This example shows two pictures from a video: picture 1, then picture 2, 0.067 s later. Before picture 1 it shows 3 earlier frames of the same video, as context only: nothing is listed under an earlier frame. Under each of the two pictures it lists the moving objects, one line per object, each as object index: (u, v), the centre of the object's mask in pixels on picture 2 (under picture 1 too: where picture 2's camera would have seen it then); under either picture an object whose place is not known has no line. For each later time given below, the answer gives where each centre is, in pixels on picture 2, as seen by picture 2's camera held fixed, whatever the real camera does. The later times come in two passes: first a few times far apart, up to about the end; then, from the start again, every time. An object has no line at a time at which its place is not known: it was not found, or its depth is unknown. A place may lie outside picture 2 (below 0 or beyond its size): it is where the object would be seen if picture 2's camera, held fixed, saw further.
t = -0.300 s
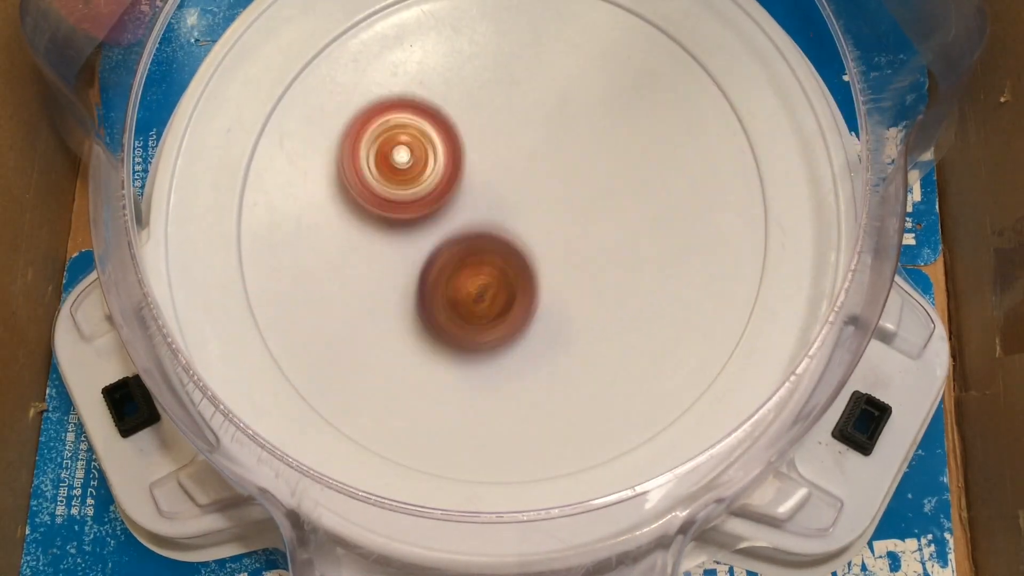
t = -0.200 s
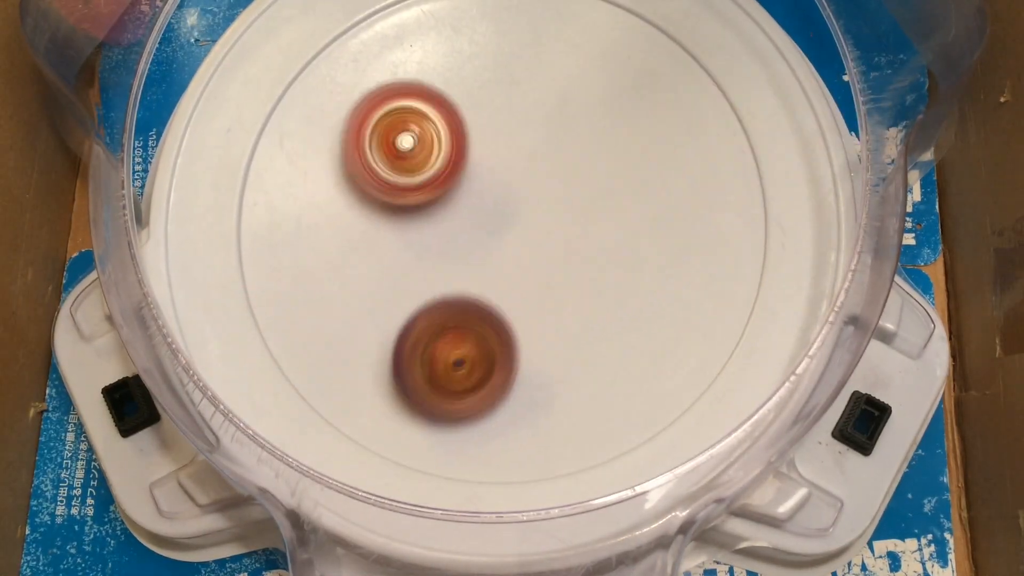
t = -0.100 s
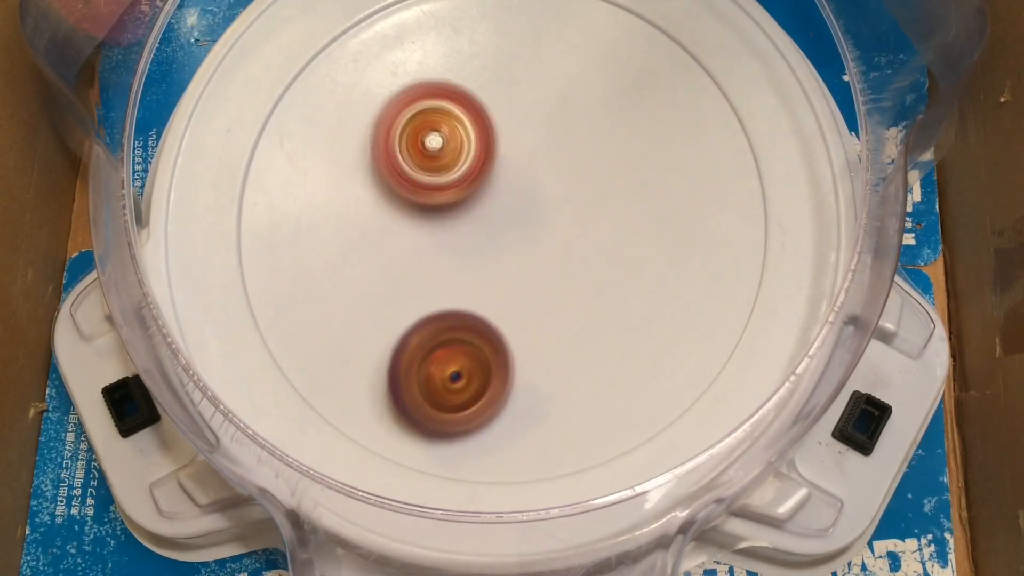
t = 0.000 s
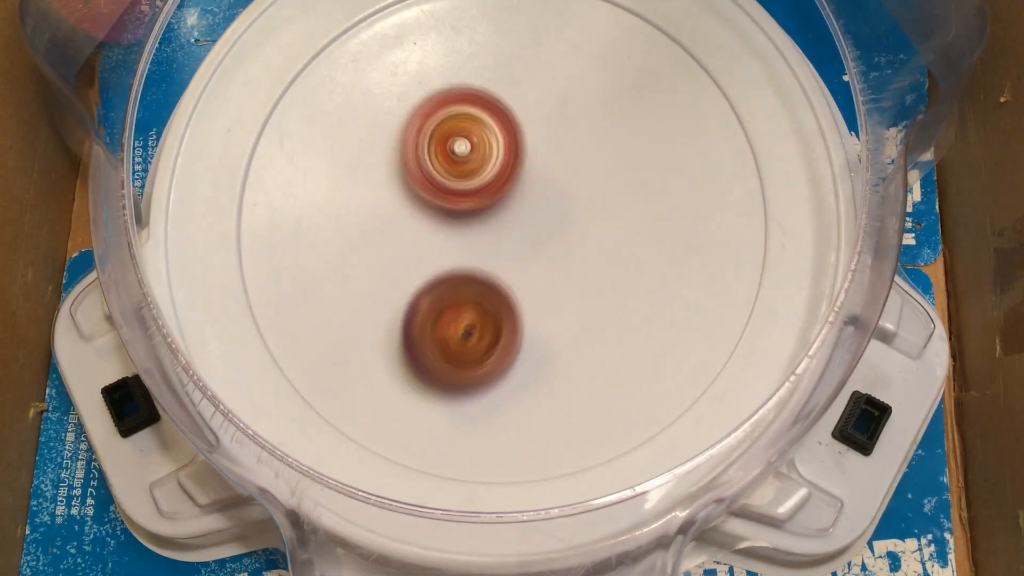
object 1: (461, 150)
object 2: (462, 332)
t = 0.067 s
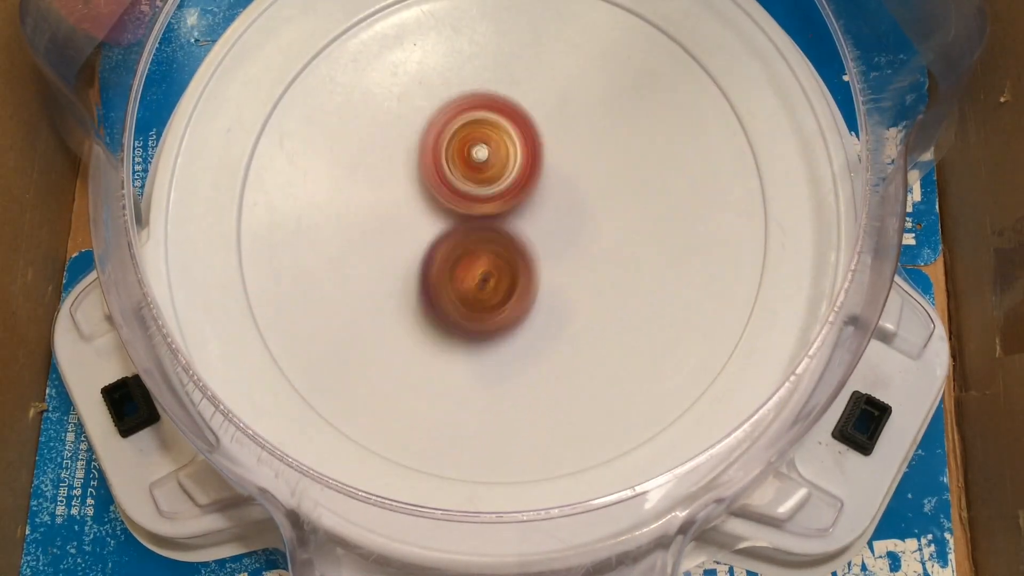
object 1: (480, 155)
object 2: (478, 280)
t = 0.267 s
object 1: (543, 108)
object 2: (512, 255)
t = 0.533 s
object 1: (539, 95)
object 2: (564, 252)
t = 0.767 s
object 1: (506, 140)
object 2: (591, 285)
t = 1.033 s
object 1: (469, 227)
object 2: (581, 306)
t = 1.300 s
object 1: (330, 215)
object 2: (687, 291)
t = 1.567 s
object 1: (422, 279)
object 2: (602, 214)
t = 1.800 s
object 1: (425, 296)
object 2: (546, 193)
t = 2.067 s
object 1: (335, 308)
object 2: (631, 292)
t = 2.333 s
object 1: (394, 302)
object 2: (667, 336)
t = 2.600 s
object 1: (401, 192)
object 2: (588, 332)
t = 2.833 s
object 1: (334, 135)
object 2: (524, 408)
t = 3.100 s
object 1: (395, 186)
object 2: (521, 345)
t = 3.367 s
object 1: (450, 112)
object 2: (455, 371)
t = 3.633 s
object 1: (504, 151)
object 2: (520, 279)
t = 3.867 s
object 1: (574, 25)
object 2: (450, 420)
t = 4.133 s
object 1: (529, 105)
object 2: (536, 268)
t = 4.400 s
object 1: (560, 25)
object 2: (314, 357)
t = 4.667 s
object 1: (483, 179)
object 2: (375, 299)
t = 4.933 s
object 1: (647, 226)
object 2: (264, 287)
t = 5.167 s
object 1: (611, 254)
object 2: (399, 237)
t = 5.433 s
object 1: (480, 284)
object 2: (467, 71)
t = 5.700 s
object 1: (424, 273)
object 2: (402, 53)
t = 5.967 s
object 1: (376, 338)
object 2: (555, 61)
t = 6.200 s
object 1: (422, 311)
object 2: (640, 42)
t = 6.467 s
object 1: (467, 246)
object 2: (659, 109)
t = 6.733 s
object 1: (463, 233)
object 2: (612, 270)
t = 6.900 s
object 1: (463, 232)
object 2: (600, 342)
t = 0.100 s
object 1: (486, 152)
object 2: (487, 263)
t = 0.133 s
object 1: (499, 137)
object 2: (490, 256)
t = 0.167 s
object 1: (514, 126)
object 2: (494, 259)
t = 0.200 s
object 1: (526, 117)
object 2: (498, 265)
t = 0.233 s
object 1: (536, 110)
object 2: (505, 258)
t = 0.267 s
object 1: (543, 108)
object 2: (512, 255)
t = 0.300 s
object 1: (546, 107)
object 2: (519, 251)
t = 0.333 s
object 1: (546, 108)
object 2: (528, 244)
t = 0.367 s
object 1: (545, 108)
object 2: (537, 235)
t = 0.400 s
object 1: (543, 106)
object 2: (545, 230)
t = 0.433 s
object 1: (544, 99)
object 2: (550, 239)
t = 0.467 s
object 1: (544, 93)
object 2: (555, 245)
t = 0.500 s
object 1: (543, 92)
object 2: (560, 249)
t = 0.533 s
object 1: (539, 95)
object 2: (564, 252)
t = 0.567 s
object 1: (536, 101)
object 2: (568, 254)
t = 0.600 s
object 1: (533, 108)
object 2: (571, 253)
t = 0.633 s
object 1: (530, 118)
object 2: (573, 251)
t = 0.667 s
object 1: (527, 130)
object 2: (575, 248)
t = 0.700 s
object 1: (523, 139)
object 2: (580, 252)
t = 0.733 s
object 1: (515, 138)
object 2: (586, 271)
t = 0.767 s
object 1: (506, 140)
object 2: (591, 285)
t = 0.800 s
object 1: (500, 146)
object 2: (595, 298)
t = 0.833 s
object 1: (493, 155)
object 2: (597, 310)
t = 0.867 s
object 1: (487, 167)
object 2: (598, 316)
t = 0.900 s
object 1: (482, 180)
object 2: (597, 320)
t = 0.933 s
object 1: (477, 194)
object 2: (595, 321)
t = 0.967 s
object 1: (474, 205)
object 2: (592, 319)
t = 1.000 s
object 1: (471, 216)
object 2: (587, 313)
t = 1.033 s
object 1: (469, 227)
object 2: (581, 306)
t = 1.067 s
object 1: (466, 234)
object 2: (578, 298)
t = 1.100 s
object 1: (442, 228)
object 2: (597, 301)
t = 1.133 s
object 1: (416, 220)
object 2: (620, 307)
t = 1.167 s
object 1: (393, 215)
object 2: (639, 309)
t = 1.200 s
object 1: (369, 211)
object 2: (656, 308)
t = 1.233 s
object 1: (351, 210)
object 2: (671, 304)
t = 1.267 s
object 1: (338, 211)
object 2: (681, 299)
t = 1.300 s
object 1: (330, 215)
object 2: (687, 291)
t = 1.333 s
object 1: (329, 220)
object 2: (688, 282)
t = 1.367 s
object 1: (334, 228)
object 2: (686, 272)
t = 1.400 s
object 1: (345, 238)
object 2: (679, 261)
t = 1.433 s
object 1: (357, 248)
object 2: (669, 250)
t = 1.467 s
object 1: (373, 258)
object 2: (656, 240)
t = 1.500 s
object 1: (391, 267)
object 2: (640, 230)
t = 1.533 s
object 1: (408, 275)
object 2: (622, 221)
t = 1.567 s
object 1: (422, 279)
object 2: (602, 214)
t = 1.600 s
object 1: (435, 281)
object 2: (582, 209)
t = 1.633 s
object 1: (446, 282)
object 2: (561, 207)
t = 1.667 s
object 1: (453, 282)
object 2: (544, 205)
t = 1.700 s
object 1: (441, 289)
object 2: (543, 199)
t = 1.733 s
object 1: (432, 292)
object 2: (545, 194)
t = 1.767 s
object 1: (427, 294)
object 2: (546, 191)
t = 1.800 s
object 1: (425, 296)
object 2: (546, 193)
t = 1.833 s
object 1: (425, 298)
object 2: (545, 197)
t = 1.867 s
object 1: (427, 298)
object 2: (543, 206)
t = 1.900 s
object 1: (430, 298)
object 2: (540, 219)
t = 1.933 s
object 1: (431, 296)
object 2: (539, 234)
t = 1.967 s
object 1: (406, 299)
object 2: (562, 247)
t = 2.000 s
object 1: (378, 303)
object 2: (589, 260)
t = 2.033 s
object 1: (354, 306)
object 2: (612, 275)
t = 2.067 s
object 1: (335, 308)
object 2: (631, 292)
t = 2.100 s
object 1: (322, 312)
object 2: (648, 310)
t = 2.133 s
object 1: (317, 312)
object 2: (664, 329)
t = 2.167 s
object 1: (320, 312)
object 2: (680, 344)
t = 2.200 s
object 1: (328, 311)
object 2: (694, 356)
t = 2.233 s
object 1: (342, 309)
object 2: (701, 361)
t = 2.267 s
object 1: (358, 308)
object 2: (692, 356)
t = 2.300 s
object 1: (376, 306)
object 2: (681, 347)
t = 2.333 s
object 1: (394, 302)
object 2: (667, 336)
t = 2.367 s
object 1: (411, 297)
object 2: (651, 325)
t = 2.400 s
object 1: (427, 291)
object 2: (634, 312)
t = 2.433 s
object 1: (442, 285)
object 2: (614, 303)
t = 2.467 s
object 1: (456, 278)
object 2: (593, 294)
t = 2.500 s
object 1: (452, 260)
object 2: (586, 295)
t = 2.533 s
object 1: (433, 238)
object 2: (594, 306)
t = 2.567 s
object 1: (416, 214)
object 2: (594, 319)
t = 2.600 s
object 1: (401, 192)
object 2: (588, 332)
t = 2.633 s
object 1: (388, 172)
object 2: (578, 346)
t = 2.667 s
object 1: (376, 158)
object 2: (566, 361)
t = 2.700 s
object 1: (364, 146)
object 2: (555, 373)
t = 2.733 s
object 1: (353, 138)
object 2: (545, 385)
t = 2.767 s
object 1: (343, 134)
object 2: (536, 395)
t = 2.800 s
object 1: (337, 133)
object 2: (529, 402)
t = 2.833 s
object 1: (334, 135)
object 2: (524, 408)
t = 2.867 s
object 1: (334, 140)
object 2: (520, 411)
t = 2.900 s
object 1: (337, 145)
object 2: (519, 410)
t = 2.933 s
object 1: (342, 152)
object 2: (520, 407)
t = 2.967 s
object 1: (350, 159)
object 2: (523, 402)
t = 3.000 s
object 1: (360, 165)
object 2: (527, 394)
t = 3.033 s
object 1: (371, 171)
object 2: (528, 380)
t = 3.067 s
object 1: (383, 178)
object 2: (527, 363)
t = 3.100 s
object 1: (395, 186)
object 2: (521, 345)
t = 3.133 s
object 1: (407, 193)
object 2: (510, 326)
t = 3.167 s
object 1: (419, 199)
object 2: (496, 306)
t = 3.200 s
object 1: (423, 187)
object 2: (486, 308)
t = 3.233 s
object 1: (430, 163)
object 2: (478, 321)
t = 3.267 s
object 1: (435, 141)
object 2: (468, 335)
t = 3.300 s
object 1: (439, 125)
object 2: (460, 348)
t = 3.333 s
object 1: (443, 116)
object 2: (455, 361)
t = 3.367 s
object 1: (450, 112)
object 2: (455, 371)
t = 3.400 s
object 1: (456, 113)
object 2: (459, 379)
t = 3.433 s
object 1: (461, 114)
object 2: (469, 383)
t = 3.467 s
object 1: (465, 117)
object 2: (482, 381)
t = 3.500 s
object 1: (471, 123)
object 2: (497, 371)
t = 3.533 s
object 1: (478, 128)
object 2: (510, 355)
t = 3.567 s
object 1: (487, 136)
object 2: (519, 333)
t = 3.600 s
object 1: (495, 142)
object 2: (522, 307)
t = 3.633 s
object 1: (504, 151)
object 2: (520, 279)
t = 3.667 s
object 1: (518, 130)
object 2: (505, 295)
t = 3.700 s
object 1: (537, 90)
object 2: (485, 328)
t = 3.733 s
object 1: (550, 57)
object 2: (467, 354)
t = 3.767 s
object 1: (560, 38)
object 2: (452, 377)
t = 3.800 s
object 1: (571, 31)
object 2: (445, 396)
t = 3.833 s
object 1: (575, 26)
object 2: (444, 411)
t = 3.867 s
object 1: (574, 25)
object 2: (450, 420)
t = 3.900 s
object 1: (573, 27)
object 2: (462, 424)
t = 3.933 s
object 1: (570, 31)
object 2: (478, 423)
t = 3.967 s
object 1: (565, 35)
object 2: (500, 413)
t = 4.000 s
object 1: (558, 41)
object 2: (520, 393)
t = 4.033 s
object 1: (552, 51)
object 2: (534, 367)
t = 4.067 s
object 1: (546, 60)
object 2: (542, 336)
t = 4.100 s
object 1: (537, 80)
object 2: (544, 301)
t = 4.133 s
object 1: (529, 105)
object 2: (536, 268)
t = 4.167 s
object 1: (528, 122)
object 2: (524, 245)
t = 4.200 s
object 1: (540, 90)
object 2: (485, 275)
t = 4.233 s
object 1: (556, 57)
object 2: (445, 306)
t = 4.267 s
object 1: (567, 34)
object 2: (409, 327)
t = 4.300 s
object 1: (567, 26)
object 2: (375, 340)
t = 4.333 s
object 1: (567, 20)
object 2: (348, 346)
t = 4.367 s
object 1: (564, 22)
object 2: (328, 352)
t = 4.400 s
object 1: (560, 25)
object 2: (314, 357)
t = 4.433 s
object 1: (550, 34)
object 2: (305, 361)
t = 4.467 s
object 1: (541, 44)
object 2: (302, 361)
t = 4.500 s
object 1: (531, 59)
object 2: (305, 359)
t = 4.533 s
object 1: (522, 79)
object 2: (313, 354)
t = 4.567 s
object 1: (510, 107)
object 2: (326, 345)
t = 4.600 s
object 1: (502, 132)
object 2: (343, 333)
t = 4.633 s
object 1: (490, 158)
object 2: (360, 317)
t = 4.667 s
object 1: (483, 179)
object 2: (375, 299)
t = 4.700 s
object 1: (478, 198)
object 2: (381, 281)
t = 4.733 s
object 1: (511, 199)
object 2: (350, 278)
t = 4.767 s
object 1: (544, 203)
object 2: (321, 277)
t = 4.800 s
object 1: (575, 206)
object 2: (298, 277)
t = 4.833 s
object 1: (606, 213)
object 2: (279, 278)
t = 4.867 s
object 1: (625, 214)
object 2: (265, 282)
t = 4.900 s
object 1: (640, 220)
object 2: (257, 285)
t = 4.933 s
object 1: (647, 226)
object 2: (264, 287)
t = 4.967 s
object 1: (650, 229)
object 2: (277, 288)
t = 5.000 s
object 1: (651, 235)
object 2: (294, 286)
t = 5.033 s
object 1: (644, 237)
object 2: (313, 284)
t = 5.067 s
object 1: (638, 241)
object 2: (334, 278)
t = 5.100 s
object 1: (631, 246)
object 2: (357, 268)
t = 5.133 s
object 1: (622, 249)
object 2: (379, 254)
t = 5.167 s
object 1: (611, 254)
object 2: (399, 237)
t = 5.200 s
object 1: (595, 261)
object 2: (418, 216)
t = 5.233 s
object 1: (581, 266)
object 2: (434, 194)
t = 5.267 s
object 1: (568, 270)
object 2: (447, 172)
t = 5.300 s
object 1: (548, 273)
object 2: (457, 149)
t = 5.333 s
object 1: (531, 277)
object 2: (464, 127)
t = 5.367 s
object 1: (514, 283)
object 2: (468, 108)
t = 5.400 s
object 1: (496, 282)
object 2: (469, 89)
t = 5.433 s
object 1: (480, 284)
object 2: (467, 71)
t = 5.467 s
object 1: (471, 284)
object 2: (463, 56)
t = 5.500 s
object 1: (457, 284)
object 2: (456, 47)
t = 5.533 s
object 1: (450, 284)
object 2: (447, 42)
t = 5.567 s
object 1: (443, 283)
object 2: (437, 38)
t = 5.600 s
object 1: (433, 283)
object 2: (425, 37)
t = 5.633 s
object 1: (430, 279)
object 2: (415, 39)
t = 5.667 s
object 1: (423, 277)
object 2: (407, 44)
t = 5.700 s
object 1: (424, 273)
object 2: (402, 53)
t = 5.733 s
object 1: (424, 265)
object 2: (400, 72)
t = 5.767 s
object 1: (422, 260)
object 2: (404, 95)
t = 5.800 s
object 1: (425, 253)
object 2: (412, 120)
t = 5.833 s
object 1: (412, 265)
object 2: (439, 121)
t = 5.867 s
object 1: (403, 292)
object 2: (473, 101)
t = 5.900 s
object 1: (389, 317)
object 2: (505, 84)
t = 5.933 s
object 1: (374, 330)
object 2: (532, 70)
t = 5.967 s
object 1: (376, 338)
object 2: (555, 61)
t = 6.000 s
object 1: (383, 344)
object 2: (574, 55)
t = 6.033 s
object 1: (392, 346)
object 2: (589, 50)
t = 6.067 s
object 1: (397, 347)
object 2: (601, 46)
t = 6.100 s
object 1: (402, 343)
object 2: (611, 44)
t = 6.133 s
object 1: (409, 336)
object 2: (621, 43)
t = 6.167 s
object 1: (415, 325)
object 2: (631, 41)
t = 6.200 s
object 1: (422, 311)
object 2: (640, 42)
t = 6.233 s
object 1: (431, 299)
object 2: (647, 43)
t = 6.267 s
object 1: (440, 287)
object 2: (653, 45)
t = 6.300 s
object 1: (447, 277)
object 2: (659, 50)
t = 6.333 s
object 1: (457, 269)
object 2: (663, 56)
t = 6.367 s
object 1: (460, 262)
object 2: (664, 63)
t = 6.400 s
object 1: (464, 257)
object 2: (664, 77)
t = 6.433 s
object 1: (466, 251)
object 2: (662, 92)
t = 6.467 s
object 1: (467, 246)
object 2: (659, 109)
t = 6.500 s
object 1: (468, 242)
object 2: (653, 126)
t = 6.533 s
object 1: (468, 239)
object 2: (647, 146)
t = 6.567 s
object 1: (468, 236)
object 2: (641, 165)
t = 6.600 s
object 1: (467, 235)
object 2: (634, 189)
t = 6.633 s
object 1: (465, 234)
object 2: (629, 207)
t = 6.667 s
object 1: (464, 233)
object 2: (622, 229)
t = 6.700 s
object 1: (463, 233)
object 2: (617, 249)
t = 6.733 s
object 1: (463, 233)
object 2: (612, 270)
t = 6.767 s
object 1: (463, 232)
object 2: (610, 286)
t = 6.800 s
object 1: (463, 232)
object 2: (606, 302)
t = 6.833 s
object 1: (463, 232)
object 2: (603, 316)
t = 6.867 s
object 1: (463, 232)
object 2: (601, 332)
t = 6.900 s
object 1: (463, 232)
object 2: (600, 342)
